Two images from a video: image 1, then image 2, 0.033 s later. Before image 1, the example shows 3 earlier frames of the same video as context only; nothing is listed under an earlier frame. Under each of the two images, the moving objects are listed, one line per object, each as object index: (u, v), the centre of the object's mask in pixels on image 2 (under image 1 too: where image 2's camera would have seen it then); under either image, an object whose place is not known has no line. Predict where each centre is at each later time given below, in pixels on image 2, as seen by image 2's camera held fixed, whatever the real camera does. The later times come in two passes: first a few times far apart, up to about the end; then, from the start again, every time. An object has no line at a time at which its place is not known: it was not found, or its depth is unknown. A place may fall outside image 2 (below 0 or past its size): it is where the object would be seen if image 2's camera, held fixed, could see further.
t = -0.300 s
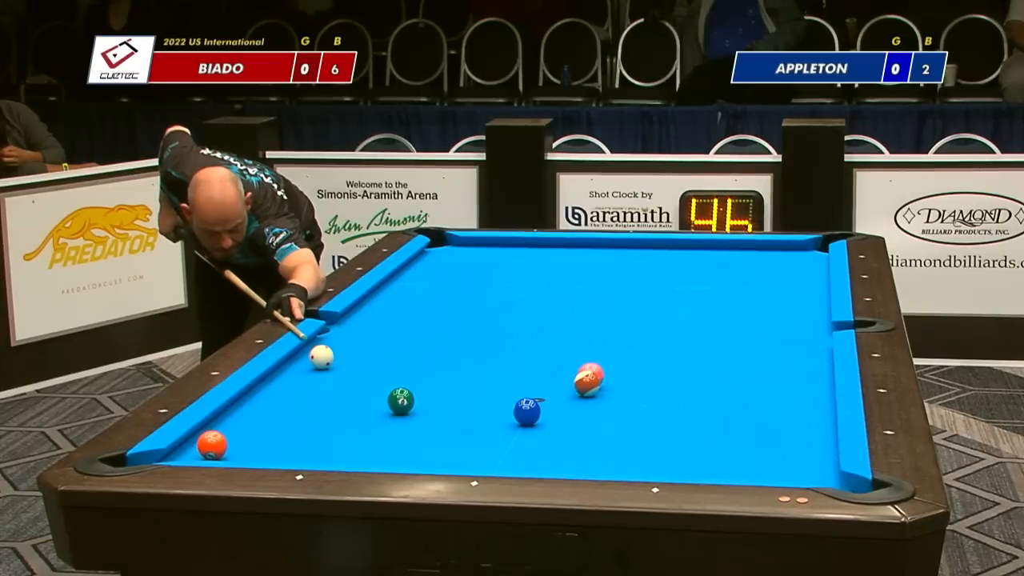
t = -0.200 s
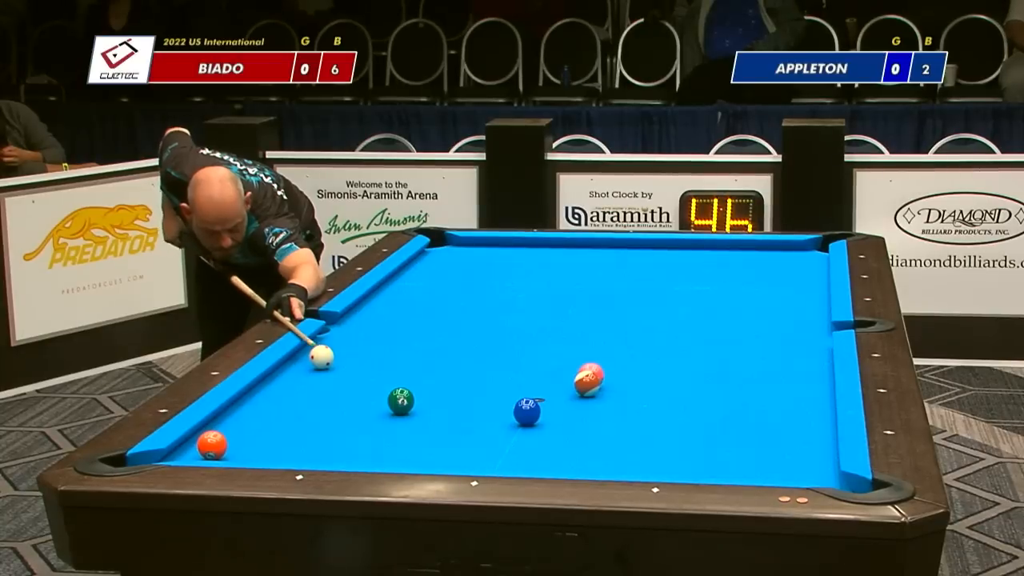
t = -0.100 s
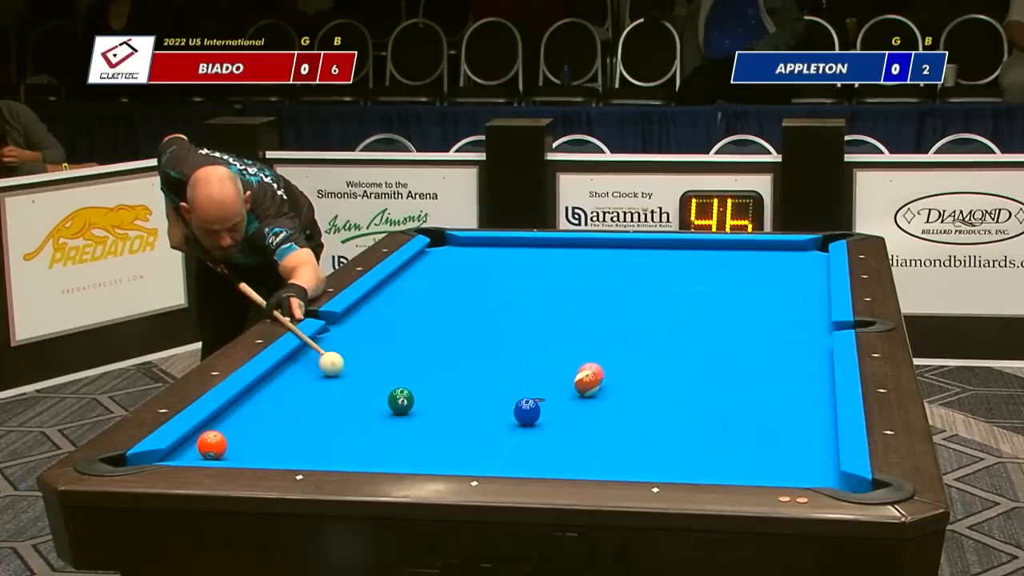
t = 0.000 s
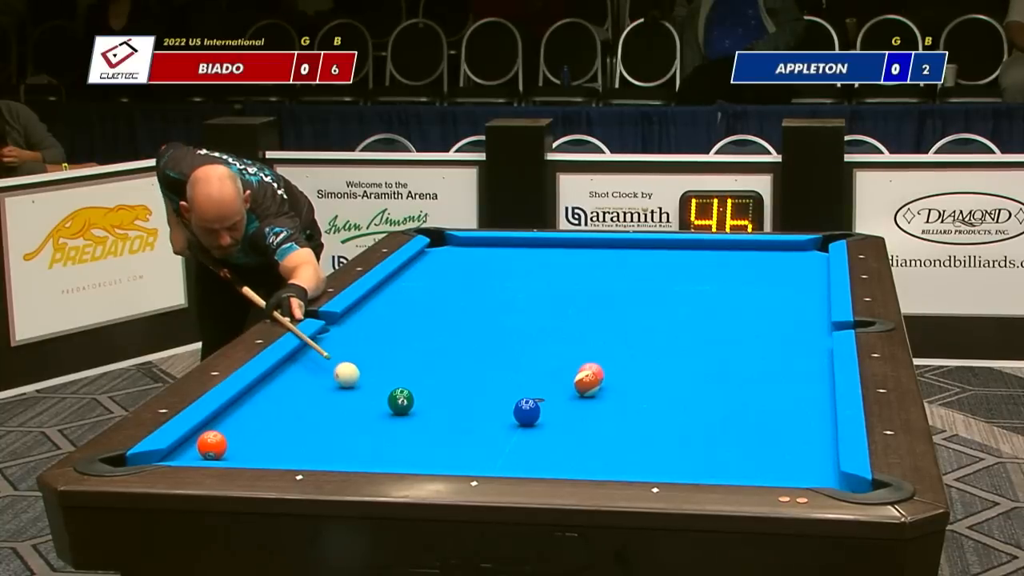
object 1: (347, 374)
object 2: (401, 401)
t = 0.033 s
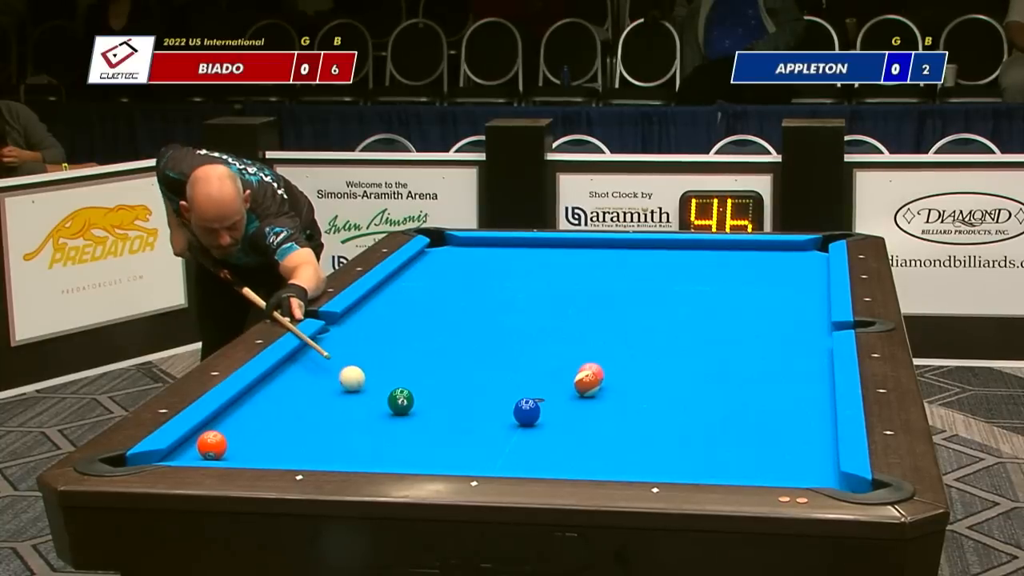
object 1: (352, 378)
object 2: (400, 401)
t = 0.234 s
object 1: (373, 400)
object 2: (413, 403)
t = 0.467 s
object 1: (352, 417)
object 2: (470, 414)
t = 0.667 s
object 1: (334, 434)
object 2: (516, 422)
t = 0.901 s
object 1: (313, 451)
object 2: (570, 432)
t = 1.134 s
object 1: (306, 455)
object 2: (625, 442)
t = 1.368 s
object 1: (316, 447)
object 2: (680, 452)
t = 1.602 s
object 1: (326, 436)
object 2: (736, 462)
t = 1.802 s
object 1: (334, 428)
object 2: (784, 468)
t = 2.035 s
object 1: (343, 419)
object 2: (836, 478)
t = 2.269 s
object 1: (351, 411)
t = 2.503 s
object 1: (358, 404)
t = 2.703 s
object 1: (363, 399)
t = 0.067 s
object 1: (357, 382)
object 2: (401, 401)
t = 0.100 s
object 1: (363, 386)
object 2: (401, 401)
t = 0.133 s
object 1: (368, 389)
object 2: (401, 401)
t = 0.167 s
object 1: (374, 394)
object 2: (401, 401)
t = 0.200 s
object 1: (377, 397)
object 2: (402, 401)
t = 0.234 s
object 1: (373, 400)
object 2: (413, 403)
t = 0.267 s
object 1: (369, 402)
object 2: (422, 405)
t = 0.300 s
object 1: (366, 404)
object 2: (432, 407)
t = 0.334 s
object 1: (363, 407)
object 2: (440, 408)
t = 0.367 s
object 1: (360, 409)
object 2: (448, 409)
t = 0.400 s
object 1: (357, 412)
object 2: (455, 411)
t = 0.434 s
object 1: (355, 415)
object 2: (463, 412)
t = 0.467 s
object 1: (352, 417)
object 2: (470, 414)
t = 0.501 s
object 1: (349, 420)
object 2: (478, 415)
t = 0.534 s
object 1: (346, 423)
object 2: (486, 416)
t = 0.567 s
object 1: (343, 426)
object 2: (493, 418)
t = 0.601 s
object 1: (340, 428)
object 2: (501, 419)
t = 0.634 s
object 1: (337, 431)
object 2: (508, 421)
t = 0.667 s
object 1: (334, 434)
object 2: (516, 422)
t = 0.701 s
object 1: (331, 436)
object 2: (524, 423)
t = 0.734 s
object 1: (328, 439)
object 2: (532, 425)
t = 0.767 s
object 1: (325, 442)
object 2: (539, 426)
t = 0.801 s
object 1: (322, 445)
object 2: (547, 427)
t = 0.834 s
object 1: (319, 448)
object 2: (555, 429)
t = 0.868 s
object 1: (316, 449)
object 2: (563, 430)
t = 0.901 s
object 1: (313, 451)
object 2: (570, 432)
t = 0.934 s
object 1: (309, 453)
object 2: (578, 433)
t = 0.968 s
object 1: (306, 455)
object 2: (586, 435)
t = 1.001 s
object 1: (303, 456)
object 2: (594, 436)
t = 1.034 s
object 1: (301, 457)
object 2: (602, 437)
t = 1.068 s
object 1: (303, 457)
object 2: (609, 439)
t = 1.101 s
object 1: (304, 455)
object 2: (617, 440)
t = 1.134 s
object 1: (306, 455)
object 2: (625, 442)
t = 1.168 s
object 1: (307, 453)
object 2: (633, 443)
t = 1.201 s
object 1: (309, 452)
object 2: (641, 445)
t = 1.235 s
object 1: (310, 451)
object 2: (649, 446)
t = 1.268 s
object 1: (312, 450)
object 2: (657, 448)
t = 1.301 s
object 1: (313, 449)
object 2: (664, 449)
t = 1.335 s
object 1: (315, 448)
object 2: (672, 450)
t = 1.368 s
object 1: (316, 447)
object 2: (680, 452)
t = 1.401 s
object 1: (317, 445)
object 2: (688, 453)
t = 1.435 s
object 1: (319, 444)
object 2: (696, 455)
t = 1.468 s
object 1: (320, 442)
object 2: (704, 456)
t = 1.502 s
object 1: (322, 441)
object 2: (712, 458)
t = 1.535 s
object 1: (323, 439)
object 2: (720, 459)
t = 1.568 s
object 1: (325, 438)
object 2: (728, 461)
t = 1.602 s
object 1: (326, 436)
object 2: (736, 462)
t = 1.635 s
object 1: (328, 435)
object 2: (744, 463)
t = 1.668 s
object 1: (329, 433)
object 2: (752, 464)
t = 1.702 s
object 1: (330, 432)
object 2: (760, 465)
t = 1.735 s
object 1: (332, 430)
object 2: (768, 466)
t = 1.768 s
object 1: (333, 429)
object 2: (776, 467)
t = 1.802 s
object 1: (334, 428)
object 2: (784, 468)
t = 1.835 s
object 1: (336, 427)
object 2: (792, 470)
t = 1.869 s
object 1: (337, 425)
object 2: (800, 470)
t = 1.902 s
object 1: (338, 424)
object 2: (808, 472)
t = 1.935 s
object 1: (339, 423)
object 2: (816, 473)
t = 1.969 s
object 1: (340, 421)
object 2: (824, 475)
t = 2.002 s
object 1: (342, 420)
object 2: (832, 476)
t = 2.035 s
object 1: (343, 419)
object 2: (836, 478)
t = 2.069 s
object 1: (344, 418)
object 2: (840, 479)
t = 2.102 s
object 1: (345, 416)
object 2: (842, 480)
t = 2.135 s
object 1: (346, 415)
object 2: (845, 482)
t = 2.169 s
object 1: (348, 414)
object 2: (849, 485)
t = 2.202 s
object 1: (349, 413)
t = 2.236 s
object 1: (350, 412)
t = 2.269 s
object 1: (351, 411)
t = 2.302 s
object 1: (352, 410)
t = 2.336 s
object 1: (353, 409)
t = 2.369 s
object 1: (354, 408)
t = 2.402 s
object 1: (355, 407)
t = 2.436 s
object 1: (356, 406)
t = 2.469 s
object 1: (357, 405)
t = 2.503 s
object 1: (358, 404)
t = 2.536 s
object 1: (359, 403)
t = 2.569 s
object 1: (359, 402)
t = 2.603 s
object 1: (360, 402)
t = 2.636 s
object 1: (361, 401)
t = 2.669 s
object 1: (362, 400)
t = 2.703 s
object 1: (363, 399)
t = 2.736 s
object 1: (363, 398)
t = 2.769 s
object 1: (364, 398)
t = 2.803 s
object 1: (365, 397)
